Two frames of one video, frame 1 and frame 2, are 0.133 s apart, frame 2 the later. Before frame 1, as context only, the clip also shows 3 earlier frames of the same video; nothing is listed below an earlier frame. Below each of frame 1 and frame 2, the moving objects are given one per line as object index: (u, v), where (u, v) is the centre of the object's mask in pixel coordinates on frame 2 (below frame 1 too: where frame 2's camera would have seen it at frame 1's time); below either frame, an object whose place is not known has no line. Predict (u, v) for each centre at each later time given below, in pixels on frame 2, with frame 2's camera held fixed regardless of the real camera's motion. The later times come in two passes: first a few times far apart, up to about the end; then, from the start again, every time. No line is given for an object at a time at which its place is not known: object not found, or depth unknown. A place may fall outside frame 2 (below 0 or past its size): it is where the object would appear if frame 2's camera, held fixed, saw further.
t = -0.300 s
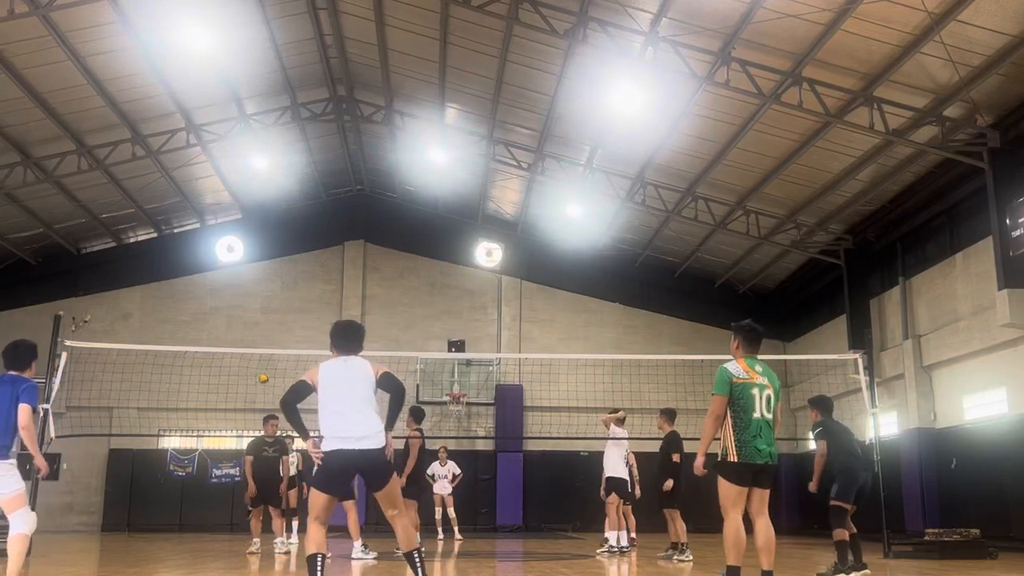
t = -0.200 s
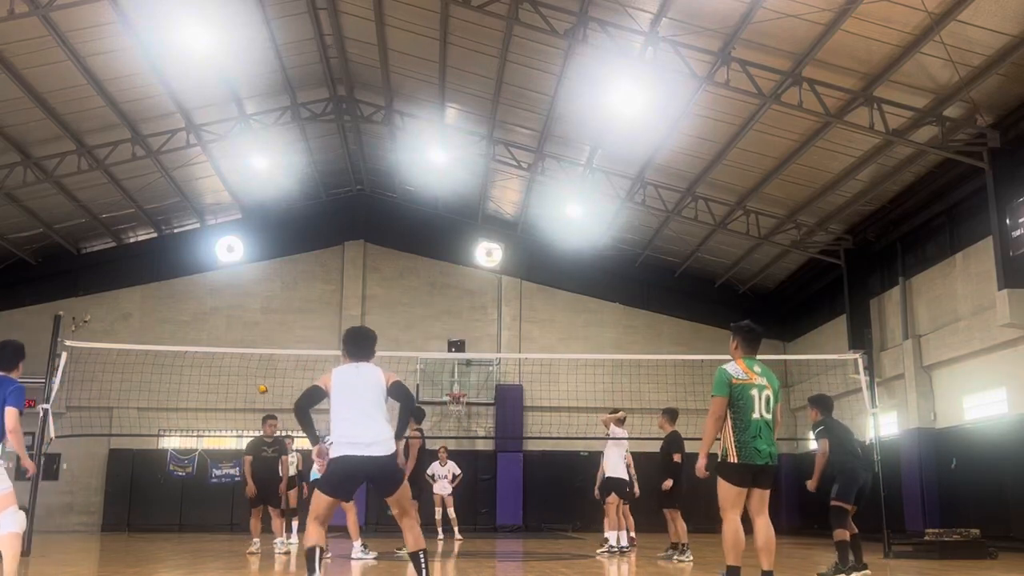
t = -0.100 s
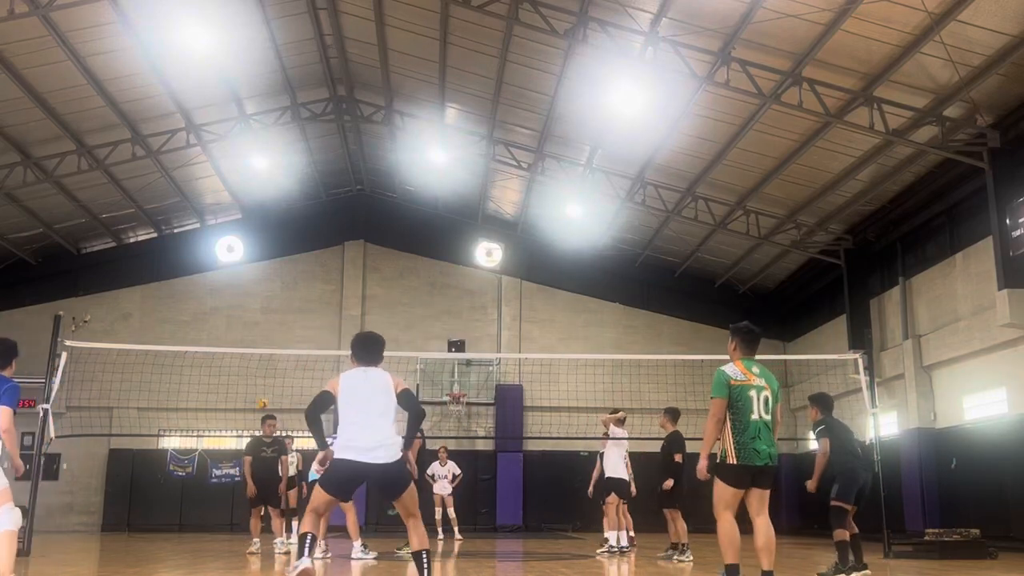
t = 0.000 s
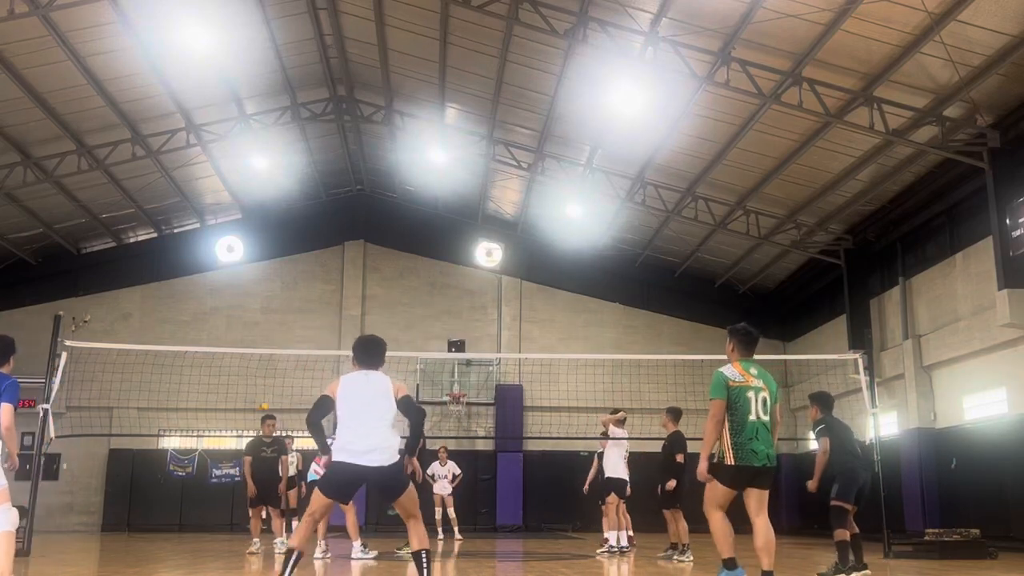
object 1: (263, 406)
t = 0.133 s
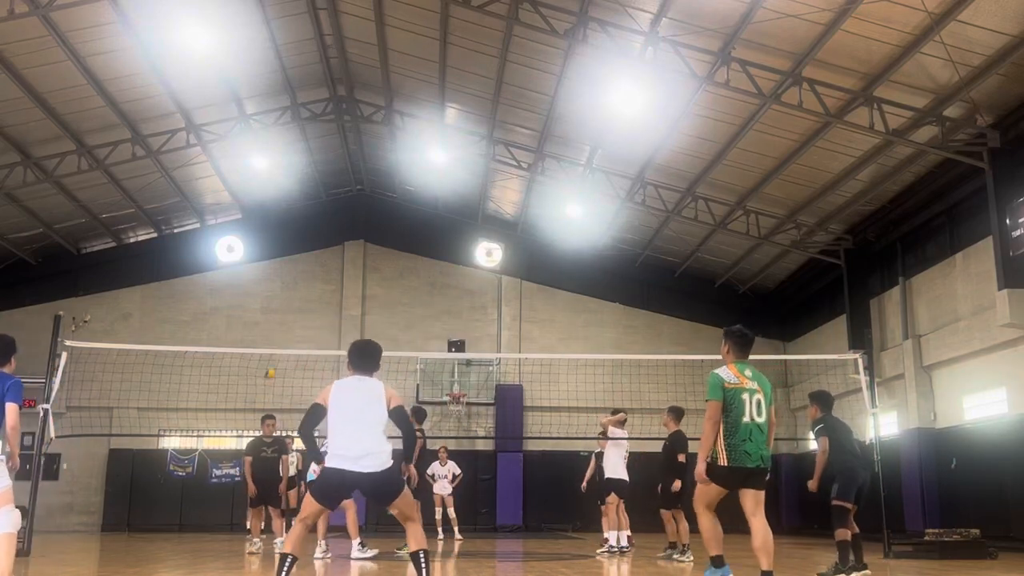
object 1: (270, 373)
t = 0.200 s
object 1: (273, 359)
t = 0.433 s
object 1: (279, 312)
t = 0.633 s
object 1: (284, 293)
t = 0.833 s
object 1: (286, 305)
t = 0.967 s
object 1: (286, 340)
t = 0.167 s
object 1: (271, 365)
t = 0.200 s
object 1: (273, 359)
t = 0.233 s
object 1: (274, 345)
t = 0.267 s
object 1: (275, 341)
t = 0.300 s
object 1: (276, 333)
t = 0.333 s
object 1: (276, 326)
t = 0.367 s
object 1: (278, 321)
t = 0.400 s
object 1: (278, 316)
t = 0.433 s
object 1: (279, 312)
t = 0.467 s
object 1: (280, 307)
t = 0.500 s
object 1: (281, 302)
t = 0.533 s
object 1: (282, 299)
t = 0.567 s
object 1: (283, 297)
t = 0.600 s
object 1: (283, 295)
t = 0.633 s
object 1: (284, 293)
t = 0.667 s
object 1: (285, 293)
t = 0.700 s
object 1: (285, 293)
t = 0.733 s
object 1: (286, 295)
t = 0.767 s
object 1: (285, 297)
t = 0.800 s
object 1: (286, 300)
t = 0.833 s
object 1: (286, 305)
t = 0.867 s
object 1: (286, 312)
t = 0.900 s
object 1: (286, 320)
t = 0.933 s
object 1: (286, 329)
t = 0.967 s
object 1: (286, 340)
